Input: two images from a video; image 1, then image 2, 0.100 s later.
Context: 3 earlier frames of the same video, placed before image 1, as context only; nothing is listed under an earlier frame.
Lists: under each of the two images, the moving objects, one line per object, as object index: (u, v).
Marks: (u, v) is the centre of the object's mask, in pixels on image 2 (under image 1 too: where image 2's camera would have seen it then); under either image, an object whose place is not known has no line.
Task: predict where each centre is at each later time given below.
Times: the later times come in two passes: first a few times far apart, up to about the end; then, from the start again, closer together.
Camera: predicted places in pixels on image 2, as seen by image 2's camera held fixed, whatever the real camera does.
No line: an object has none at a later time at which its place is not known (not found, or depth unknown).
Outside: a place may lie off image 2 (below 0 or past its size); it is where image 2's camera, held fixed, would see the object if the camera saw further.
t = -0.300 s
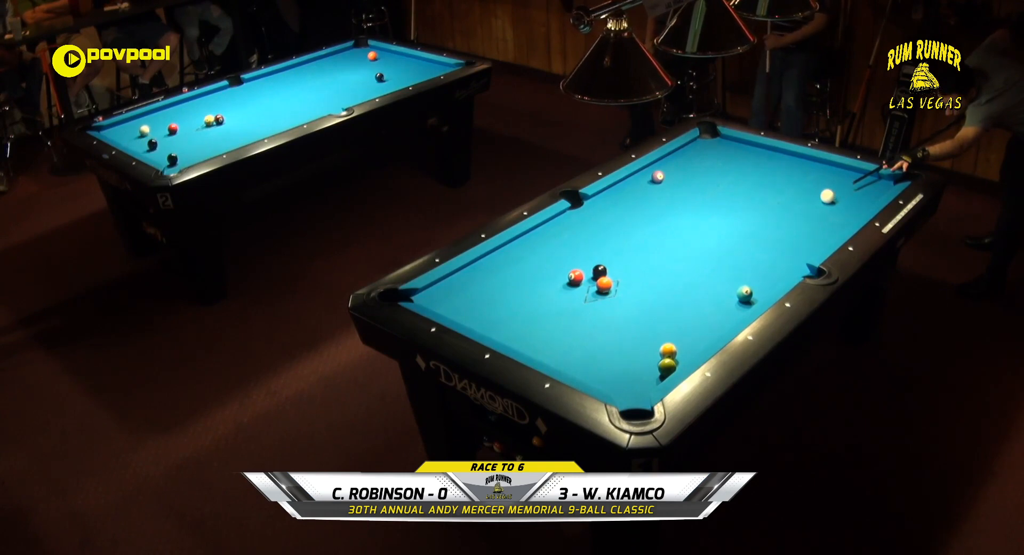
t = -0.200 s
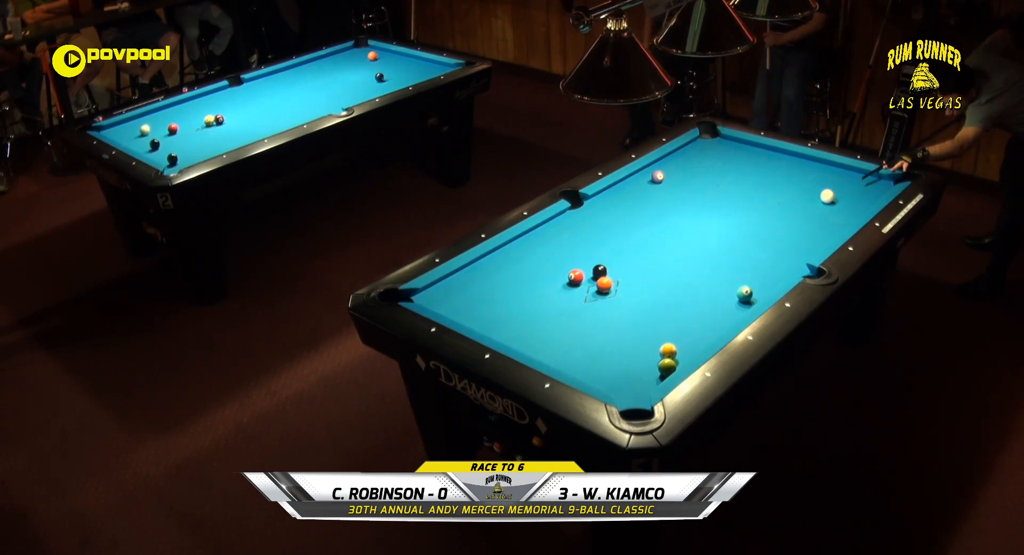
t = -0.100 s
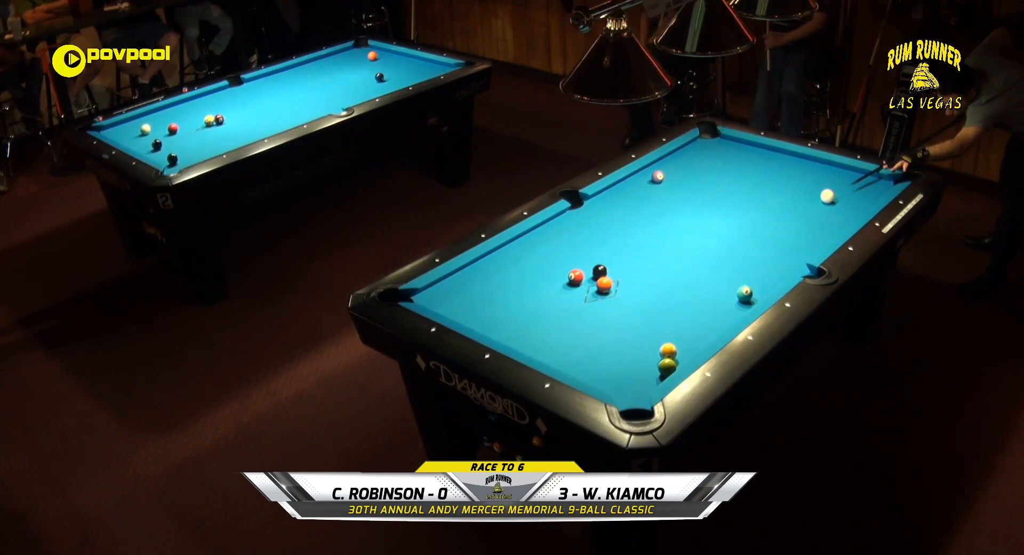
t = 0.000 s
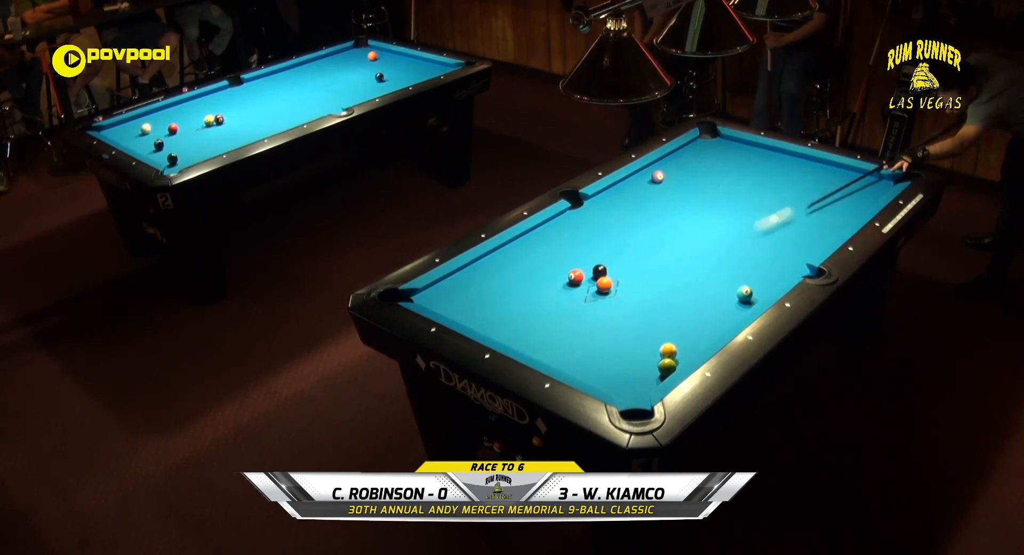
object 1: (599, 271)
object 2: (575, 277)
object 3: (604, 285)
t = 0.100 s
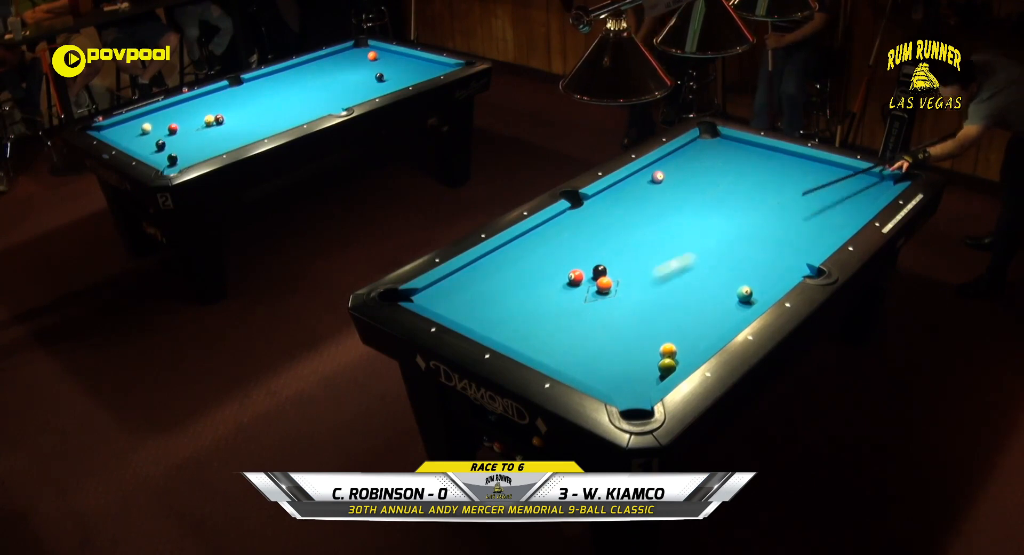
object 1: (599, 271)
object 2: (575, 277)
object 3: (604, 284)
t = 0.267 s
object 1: (599, 271)
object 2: (575, 277)
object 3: (604, 285)
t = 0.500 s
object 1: (620, 249)
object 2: (557, 257)
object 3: (652, 292)
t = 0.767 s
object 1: (657, 208)
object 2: (542, 232)
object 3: (741, 306)
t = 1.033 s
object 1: (685, 176)
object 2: (586, 233)
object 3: (709, 282)
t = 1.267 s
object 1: (705, 152)
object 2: (622, 234)
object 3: (685, 263)
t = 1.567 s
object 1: (704, 138)
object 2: (669, 235)
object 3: (655, 241)
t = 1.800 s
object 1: (708, 145)
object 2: (702, 236)
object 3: (635, 226)
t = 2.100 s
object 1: (713, 154)
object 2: (744, 237)
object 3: (612, 209)
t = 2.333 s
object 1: (717, 160)
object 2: (777, 238)
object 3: (597, 197)
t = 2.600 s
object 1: (722, 168)
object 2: (811, 238)
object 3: (609, 197)
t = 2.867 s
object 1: (726, 175)
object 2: (823, 234)
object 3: (620, 197)
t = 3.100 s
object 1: (730, 181)
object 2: (816, 227)
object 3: (629, 197)
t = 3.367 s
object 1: (734, 187)
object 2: (809, 221)
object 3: (637, 197)
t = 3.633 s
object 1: (738, 192)
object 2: (803, 215)
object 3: (643, 197)
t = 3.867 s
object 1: (741, 197)
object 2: (798, 211)
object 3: (647, 197)
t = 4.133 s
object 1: (744, 202)
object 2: (793, 207)
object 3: (651, 197)
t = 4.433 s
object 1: (747, 207)
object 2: (789, 203)
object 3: (653, 197)
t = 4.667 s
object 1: (749, 210)
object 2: (786, 201)
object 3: (653, 198)
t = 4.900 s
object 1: (751, 213)
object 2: (784, 199)
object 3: (653, 198)
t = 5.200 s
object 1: (752, 216)
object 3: (653, 198)
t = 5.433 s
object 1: (753, 218)
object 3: (653, 198)
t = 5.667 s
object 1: (754, 219)
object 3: (653, 198)
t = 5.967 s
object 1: (755, 220)
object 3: (653, 198)
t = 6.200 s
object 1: (754, 220)
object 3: (653, 198)
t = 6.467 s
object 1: (754, 220)
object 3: (653, 198)
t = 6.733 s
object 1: (754, 220)
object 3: (653, 198)
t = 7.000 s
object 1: (754, 220)
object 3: (653, 198)
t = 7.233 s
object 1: (754, 220)
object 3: (653, 198)
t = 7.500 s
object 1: (754, 220)
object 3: (653, 198)
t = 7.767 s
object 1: (754, 220)
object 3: (653, 198)
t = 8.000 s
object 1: (754, 220)
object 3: (653, 198)
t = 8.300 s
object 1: (754, 220)
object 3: (653, 198)
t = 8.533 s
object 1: (754, 220)
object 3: (653, 198)
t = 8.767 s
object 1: (754, 220)
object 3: (653, 198)
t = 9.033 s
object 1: (754, 220)
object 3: (653, 198)
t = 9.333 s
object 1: (754, 220)
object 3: (653, 198)
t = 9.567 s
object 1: (754, 220)
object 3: (653, 198)
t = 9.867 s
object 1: (754, 220)
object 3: (653, 198)
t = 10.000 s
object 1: (754, 220)
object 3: (653, 198)
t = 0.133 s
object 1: (599, 271)
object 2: (575, 277)
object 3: (604, 285)
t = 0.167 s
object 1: (599, 271)
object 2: (575, 278)
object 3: (604, 283)
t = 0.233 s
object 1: (599, 271)
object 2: (575, 277)
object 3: (604, 284)
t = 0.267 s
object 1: (599, 271)
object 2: (575, 277)
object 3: (604, 285)
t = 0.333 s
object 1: (599, 271)
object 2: (575, 278)
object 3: (604, 284)
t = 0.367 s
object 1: (599, 271)
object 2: (574, 276)
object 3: (604, 284)
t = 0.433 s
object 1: (608, 263)
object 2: (566, 267)
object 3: (626, 287)
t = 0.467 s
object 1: (614, 255)
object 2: (561, 261)
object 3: (640, 290)
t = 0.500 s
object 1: (620, 249)
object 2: (557, 257)
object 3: (652, 292)
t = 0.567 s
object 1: (631, 235)
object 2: (549, 248)
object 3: (677, 297)
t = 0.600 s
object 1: (636, 231)
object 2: (545, 244)
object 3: (688, 299)
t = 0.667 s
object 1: (645, 221)
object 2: (539, 237)
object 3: (710, 303)
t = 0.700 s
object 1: (649, 216)
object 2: (536, 234)
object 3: (721, 305)
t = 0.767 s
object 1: (657, 208)
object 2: (542, 232)
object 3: (741, 306)
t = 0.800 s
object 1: (660, 203)
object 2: (548, 232)
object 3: (739, 305)
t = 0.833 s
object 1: (664, 199)
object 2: (554, 232)
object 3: (734, 300)
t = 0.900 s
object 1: (672, 191)
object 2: (564, 233)
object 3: (725, 294)
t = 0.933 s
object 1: (675, 187)
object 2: (569, 232)
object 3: (721, 292)
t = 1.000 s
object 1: (681, 179)
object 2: (580, 233)
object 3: (713, 285)
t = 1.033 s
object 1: (685, 176)
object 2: (586, 233)
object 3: (709, 282)
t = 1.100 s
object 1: (691, 168)
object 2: (596, 233)
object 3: (702, 277)
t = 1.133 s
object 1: (693, 165)
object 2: (601, 233)
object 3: (698, 274)
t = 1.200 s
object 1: (699, 158)
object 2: (612, 234)
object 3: (691, 268)
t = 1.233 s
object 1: (702, 154)
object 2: (617, 234)
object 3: (688, 266)
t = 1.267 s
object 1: (705, 152)
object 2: (622, 234)
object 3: (685, 263)
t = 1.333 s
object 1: (711, 146)
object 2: (633, 234)
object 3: (678, 258)
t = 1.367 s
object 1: (713, 142)
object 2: (638, 234)
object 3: (674, 256)
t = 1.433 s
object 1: (718, 137)
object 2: (647, 235)
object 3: (668, 250)
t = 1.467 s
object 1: (714, 137)
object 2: (653, 235)
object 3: (665, 248)
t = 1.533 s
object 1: (704, 137)
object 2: (664, 233)
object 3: (658, 244)
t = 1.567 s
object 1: (704, 138)
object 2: (669, 235)
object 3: (655, 241)
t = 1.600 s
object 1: (704, 140)
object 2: (673, 235)
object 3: (652, 239)
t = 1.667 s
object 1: (706, 141)
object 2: (683, 235)
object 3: (647, 234)
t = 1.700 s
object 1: (706, 141)
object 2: (688, 236)
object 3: (644, 232)
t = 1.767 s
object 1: (707, 143)
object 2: (697, 236)
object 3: (638, 228)
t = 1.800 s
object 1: (708, 145)
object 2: (702, 236)
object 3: (635, 226)
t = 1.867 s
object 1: (709, 147)
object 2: (712, 236)
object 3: (630, 222)
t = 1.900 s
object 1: (710, 148)
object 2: (717, 236)
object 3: (627, 220)
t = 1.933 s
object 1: (710, 149)
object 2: (721, 236)
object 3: (625, 218)
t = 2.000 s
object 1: (711, 151)
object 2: (731, 237)
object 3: (619, 214)
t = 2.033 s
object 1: (712, 152)
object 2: (735, 237)
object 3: (617, 212)
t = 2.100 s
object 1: (713, 154)
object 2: (744, 237)
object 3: (612, 209)
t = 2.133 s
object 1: (714, 155)
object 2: (749, 237)
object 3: (610, 207)
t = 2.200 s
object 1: (715, 157)
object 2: (759, 237)
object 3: (605, 203)
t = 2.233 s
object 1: (715, 158)
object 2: (763, 237)
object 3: (602, 202)
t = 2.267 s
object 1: (716, 158)
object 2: (768, 238)
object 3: (600, 200)
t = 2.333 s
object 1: (717, 160)
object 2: (777, 238)
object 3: (597, 197)
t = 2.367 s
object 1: (718, 161)
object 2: (781, 238)
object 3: (598, 197)
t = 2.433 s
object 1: (719, 163)
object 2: (790, 238)
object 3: (602, 197)
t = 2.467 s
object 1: (719, 164)
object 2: (794, 238)
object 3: (603, 197)
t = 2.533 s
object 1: (721, 166)
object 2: (803, 238)
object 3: (606, 197)
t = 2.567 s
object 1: (721, 167)
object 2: (807, 238)
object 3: (608, 197)
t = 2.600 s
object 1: (722, 168)
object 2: (811, 238)
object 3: (609, 197)
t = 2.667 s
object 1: (723, 170)
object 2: (819, 238)
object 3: (612, 197)
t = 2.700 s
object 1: (723, 170)
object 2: (823, 238)
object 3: (614, 197)
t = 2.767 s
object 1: (724, 172)
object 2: (826, 236)
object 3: (616, 197)
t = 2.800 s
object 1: (725, 173)
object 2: (825, 236)
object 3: (618, 197)
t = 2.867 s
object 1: (726, 175)
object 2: (823, 234)
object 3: (620, 197)
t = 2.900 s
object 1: (726, 175)
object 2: (822, 234)
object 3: (622, 197)
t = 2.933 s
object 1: (727, 176)
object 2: (821, 232)
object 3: (623, 197)
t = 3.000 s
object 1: (728, 178)
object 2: (819, 230)
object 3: (625, 197)
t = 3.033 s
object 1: (729, 179)
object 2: (818, 230)
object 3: (627, 197)
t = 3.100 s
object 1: (730, 181)
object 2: (816, 227)
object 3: (629, 197)
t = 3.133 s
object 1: (730, 182)
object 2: (815, 227)
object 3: (630, 197)
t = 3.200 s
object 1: (731, 183)
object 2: (813, 225)
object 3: (632, 197)
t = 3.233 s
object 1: (731, 184)
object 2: (812, 224)
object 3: (633, 197)
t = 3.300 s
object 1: (732, 185)
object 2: (810, 223)
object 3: (635, 197)
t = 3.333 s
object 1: (733, 186)
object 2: (810, 222)
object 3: (636, 197)
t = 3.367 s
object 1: (734, 187)
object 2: (809, 221)
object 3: (637, 197)
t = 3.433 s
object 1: (735, 188)
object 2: (807, 219)
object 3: (638, 197)
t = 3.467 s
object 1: (735, 189)
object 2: (806, 219)
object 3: (639, 197)
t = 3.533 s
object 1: (736, 190)
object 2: (805, 217)
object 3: (641, 197)
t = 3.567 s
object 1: (737, 191)
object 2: (804, 217)
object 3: (642, 197)
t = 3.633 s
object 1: (738, 192)
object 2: (803, 215)
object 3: (643, 197)
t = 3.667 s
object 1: (738, 193)
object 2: (802, 215)
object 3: (644, 197)
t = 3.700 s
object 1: (738, 194)
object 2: (801, 214)
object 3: (644, 197)
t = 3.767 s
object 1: (739, 195)
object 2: (800, 213)
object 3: (646, 197)
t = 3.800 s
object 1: (740, 196)
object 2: (799, 212)
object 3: (646, 197)
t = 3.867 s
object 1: (741, 197)
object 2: (798, 211)
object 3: (647, 197)
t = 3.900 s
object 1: (741, 198)
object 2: (797, 211)
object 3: (648, 197)
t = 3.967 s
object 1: (742, 199)
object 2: (796, 209)
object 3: (649, 197)
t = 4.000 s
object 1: (742, 200)
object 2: (795, 209)
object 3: (649, 197)
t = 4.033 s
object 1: (743, 200)
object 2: (795, 208)
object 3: (650, 197)
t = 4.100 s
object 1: (744, 201)
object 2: (794, 207)
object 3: (650, 197)
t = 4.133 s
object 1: (744, 202)
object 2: (793, 207)
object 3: (651, 197)
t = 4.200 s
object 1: (745, 203)
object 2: (792, 206)
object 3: (651, 197)
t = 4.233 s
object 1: (745, 204)
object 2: (792, 206)
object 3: (652, 198)
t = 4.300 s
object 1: (746, 205)
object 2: (791, 205)
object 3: (652, 197)
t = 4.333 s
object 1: (746, 206)
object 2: (790, 204)
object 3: (652, 197)
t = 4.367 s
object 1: (746, 206)
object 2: (790, 204)
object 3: (653, 197)
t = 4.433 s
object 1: (747, 207)
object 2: (789, 203)
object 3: (653, 197)
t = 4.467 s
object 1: (747, 207)
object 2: (788, 203)
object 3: (653, 198)
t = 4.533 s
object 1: (748, 208)
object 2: (788, 202)
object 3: (653, 197)
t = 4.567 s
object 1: (748, 209)
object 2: (787, 202)
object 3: (653, 198)
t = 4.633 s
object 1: (749, 210)
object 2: (787, 201)
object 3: (653, 198)
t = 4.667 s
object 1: (749, 210)
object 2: (786, 201)
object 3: (653, 198)
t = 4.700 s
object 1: (749, 211)
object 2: (786, 200)
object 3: (653, 198)
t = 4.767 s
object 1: (750, 212)
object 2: (785, 200)
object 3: (653, 198)
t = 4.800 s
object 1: (750, 212)
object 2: (785, 200)
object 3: (653, 198)
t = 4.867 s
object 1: (751, 213)
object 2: (785, 199)
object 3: (653, 198)
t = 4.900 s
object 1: (751, 213)
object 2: (784, 199)
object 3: (653, 198)
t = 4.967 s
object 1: (751, 214)
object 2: (784, 199)
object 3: (653, 198)
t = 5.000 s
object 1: (752, 214)
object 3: (653, 198)
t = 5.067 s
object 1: (752, 215)
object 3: (653, 198)
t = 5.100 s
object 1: (752, 215)
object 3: (653, 198)
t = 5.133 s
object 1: (752, 215)
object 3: (653, 198)
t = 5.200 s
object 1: (752, 216)
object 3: (653, 198)
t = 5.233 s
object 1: (753, 216)
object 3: (653, 198)
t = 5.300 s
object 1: (753, 217)
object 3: (653, 198)
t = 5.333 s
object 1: (753, 217)
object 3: (653, 198)
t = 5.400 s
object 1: (753, 218)
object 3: (653, 198)
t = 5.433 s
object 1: (753, 218)
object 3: (653, 198)
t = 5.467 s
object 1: (754, 218)
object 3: (653, 198)
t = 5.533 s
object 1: (754, 218)
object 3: (653, 198)
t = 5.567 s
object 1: (754, 219)
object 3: (653, 198)
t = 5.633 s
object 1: (754, 219)
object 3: (653, 198)
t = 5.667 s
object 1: (754, 219)
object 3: (653, 198)
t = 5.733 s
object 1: (754, 219)
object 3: (653, 198)
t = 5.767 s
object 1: (755, 220)
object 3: (653, 198)
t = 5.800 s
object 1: (755, 220)
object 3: (653, 198)
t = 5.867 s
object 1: (755, 220)
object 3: (653, 198)
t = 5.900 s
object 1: (755, 220)
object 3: (653, 198)
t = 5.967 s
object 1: (755, 220)
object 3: (653, 198)
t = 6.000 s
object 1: (755, 220)
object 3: (653, 198)
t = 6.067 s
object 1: (755, 220)
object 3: (653, 198)
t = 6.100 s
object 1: (754, 220)
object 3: (653, 198)
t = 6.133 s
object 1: (754, 220)
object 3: (653, 198)
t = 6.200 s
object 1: (754, 220)
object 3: (653, 198)
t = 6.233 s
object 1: (754, 220)
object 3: (653, 198)
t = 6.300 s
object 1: (754, 220)
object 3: (653, 198)
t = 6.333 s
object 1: (754, 220)
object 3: (653, 198)
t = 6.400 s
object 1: (754, 220)
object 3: (653, 198)
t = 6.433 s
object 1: (754, 220)
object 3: (653, 198)
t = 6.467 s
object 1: (754, 220)
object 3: (653, 198)
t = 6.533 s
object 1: (754, 220)
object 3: (653, 198)
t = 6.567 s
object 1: (754, 220)
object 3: (653, 198)
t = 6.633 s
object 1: (754, 220)
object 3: (653, 198)
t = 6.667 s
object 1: (754, 220)
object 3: (653, 198)
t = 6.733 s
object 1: (754, 220)
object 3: (653, 198)
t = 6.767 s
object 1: (754, 220)
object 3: (653, 198)
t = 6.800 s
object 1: (754, 220)
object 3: (653, 198)
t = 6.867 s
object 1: (754, 220)
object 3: (653, 198)
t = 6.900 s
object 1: (754, 220)
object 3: (653, 198)
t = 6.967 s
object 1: (754, 220)
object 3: (653, 198)
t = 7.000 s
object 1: (754, 220)
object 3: (653, 198)
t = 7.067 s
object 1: (754, 220)
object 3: (653, 198)
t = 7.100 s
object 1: (754, 220)
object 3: (653, 198)
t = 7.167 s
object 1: (754, 220)
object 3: (653, 198)
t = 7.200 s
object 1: (754, 220)
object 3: (653, 198)
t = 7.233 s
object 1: (754, 220)
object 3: (653, 198)
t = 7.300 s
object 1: (754, 220)
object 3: (653, 198)
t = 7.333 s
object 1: (754, 220)
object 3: (653, 198)
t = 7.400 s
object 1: (754, 220)
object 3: (653, 198)
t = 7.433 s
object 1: (754, 220)
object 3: (653, 198)
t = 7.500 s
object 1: (754, 220)
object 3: (653, 198)
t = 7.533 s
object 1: (754, 220)
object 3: (653, 198)
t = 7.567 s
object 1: (754, 220)
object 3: (653, 198)
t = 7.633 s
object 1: (754, 220)
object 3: (653, 198)
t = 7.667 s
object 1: (754, 220)
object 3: (653, 198)
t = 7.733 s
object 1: (754, 220)
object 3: (653, 198)
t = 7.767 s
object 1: (754, 220)
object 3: (653, 198)
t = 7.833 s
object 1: (754, 220)
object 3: (653, 198)
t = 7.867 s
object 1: (754, 220)
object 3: (653, 198)
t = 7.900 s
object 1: (754, 220)
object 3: (653, 198)
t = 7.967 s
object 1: (754, 220)
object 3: (653, 198)
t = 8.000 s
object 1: (754, 220)
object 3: (653, 198)
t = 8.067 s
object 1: (754, 220)
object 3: (653, 198)
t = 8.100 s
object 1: (754, 220)
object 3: (653, 198)
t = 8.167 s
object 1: (754, 220)
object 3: (653, 198)
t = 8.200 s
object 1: (754, 220)
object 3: (653, 198)
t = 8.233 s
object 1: (754, 220)
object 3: (653, 198)
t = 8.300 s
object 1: (754, 220)
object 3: (653, 198)
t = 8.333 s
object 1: (754, 220)
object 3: (653, 198)
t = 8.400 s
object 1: (754, 220)
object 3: (653, 198)
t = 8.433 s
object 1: (754, 220)
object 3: (653, 198)
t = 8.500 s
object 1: (754, 220)
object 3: (653, 198)
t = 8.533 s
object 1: (754, 220)
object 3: (653, 198)
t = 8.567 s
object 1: (754, 220)
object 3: (653, 198)
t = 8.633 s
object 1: (754, 220)
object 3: (653, 198)
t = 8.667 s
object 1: (754, 220)
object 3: (653, 198)
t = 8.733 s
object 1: (754, 220)
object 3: (653, 198)
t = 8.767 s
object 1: (754, 220)
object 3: (653, 198)
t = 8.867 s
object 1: (754, 220)
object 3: (653, 198)
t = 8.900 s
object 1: (754, 220)
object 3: (653, 198)
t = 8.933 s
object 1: (754, 220)
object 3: (653, 198)
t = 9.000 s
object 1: (754, 220)
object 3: (653, 198)
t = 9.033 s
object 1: (754, 220)
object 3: (653, 198)
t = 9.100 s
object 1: (754, 220)
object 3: (653, 198)
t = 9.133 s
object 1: (754, 220)
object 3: (653, 198)
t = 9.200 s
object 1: (754, 220)
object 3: (653, 198)
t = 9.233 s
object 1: (754, 220)
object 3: (653, 198)
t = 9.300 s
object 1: (754, 220)
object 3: (653, 198)
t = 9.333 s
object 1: (754, 220)
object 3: (653, 198)
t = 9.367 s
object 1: (754, 220)
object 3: (653, 198)
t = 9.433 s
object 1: (754, 220)
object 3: (653, 198)
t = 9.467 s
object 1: (754, 220)
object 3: (653, 198)
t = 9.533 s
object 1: (754, 220)
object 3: (653, 198)
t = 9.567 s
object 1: (754, 220)
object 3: (653, 198)
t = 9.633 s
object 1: (754, 220)
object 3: (653, 198)
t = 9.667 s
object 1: (754, 220)
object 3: (653, 198)
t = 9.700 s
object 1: (754, 220)
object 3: (653, 198)
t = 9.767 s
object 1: (754, 220)
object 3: (653, 198)
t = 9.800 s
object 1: (754, 220)
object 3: (653, 198)
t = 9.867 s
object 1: (754, 220)
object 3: (653, 198)
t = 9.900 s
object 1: (754, 220)
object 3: (653, 198)
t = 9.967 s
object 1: (754, 220)
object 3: (653, 198)
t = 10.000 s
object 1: (754, 220)
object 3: (653, 198)
